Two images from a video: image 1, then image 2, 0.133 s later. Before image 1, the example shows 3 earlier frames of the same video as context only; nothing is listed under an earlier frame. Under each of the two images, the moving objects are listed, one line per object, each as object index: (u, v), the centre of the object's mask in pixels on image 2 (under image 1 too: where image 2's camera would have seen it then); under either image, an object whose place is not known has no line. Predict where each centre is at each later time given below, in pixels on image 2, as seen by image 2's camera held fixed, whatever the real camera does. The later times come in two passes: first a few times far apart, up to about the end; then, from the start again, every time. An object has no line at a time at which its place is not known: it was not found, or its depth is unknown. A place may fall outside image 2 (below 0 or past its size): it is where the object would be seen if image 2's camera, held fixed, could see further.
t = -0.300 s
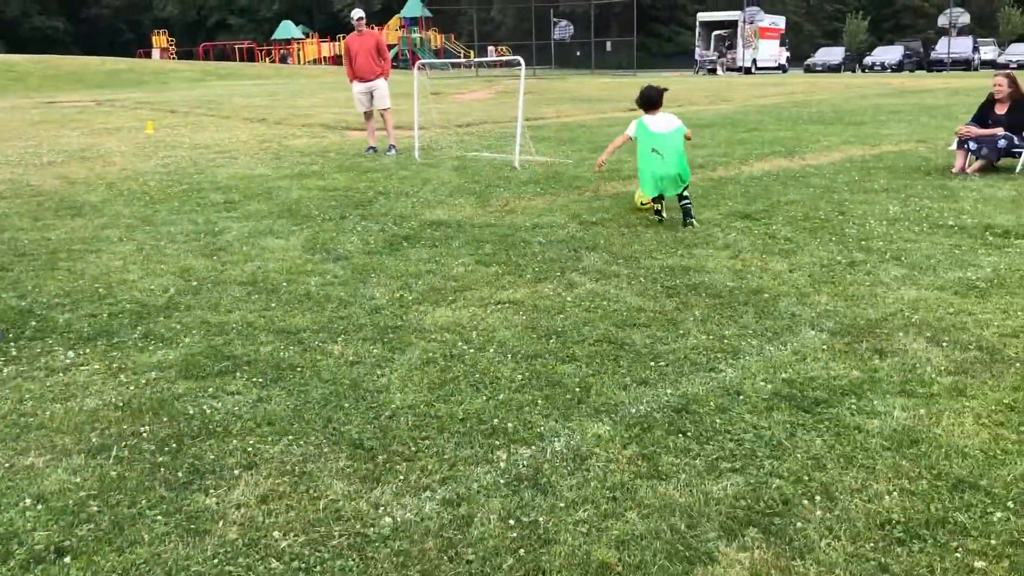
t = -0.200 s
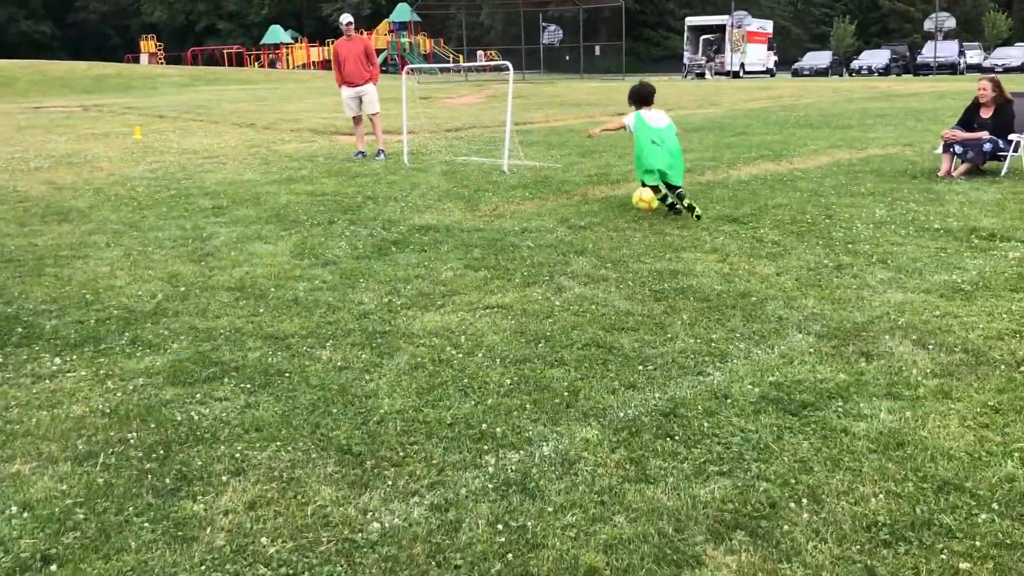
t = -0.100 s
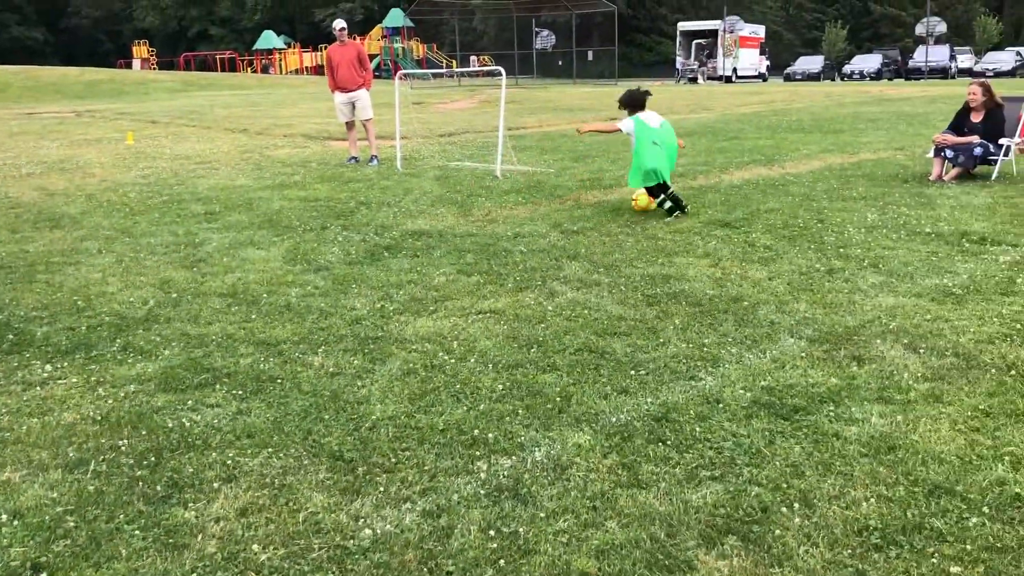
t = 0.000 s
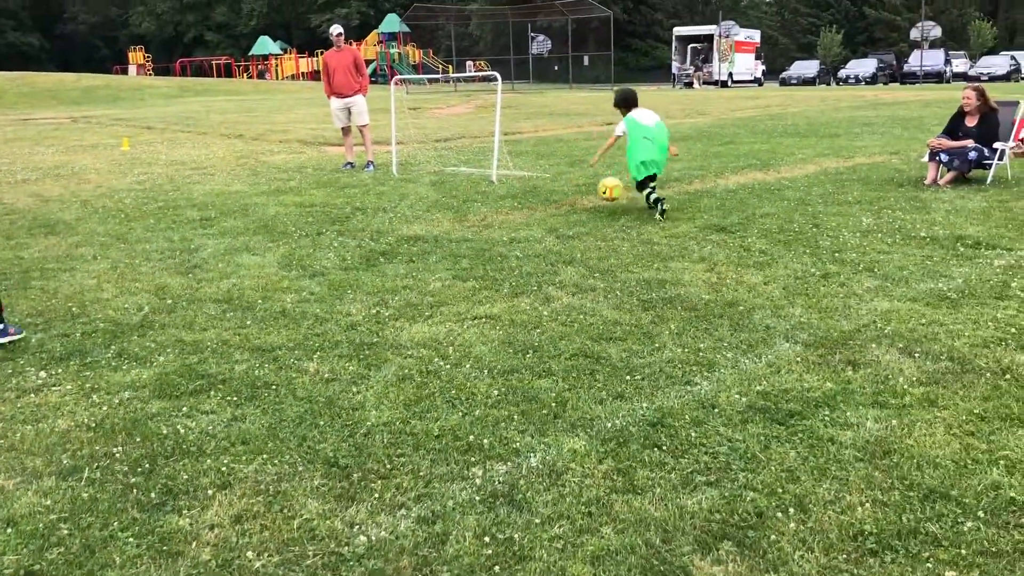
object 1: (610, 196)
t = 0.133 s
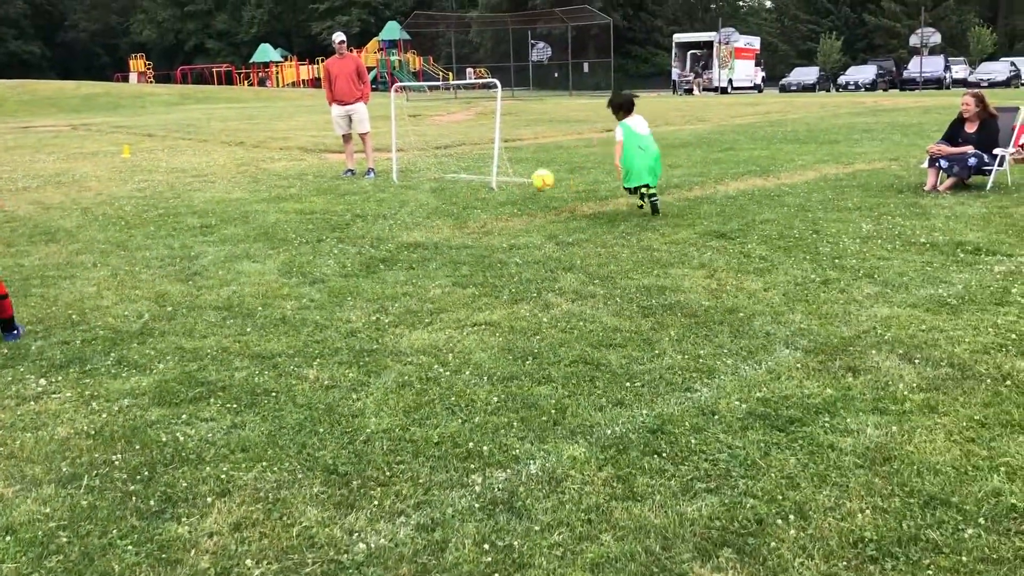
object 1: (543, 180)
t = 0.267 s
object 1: (483, 185)
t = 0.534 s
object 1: (402, 188)
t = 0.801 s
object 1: (347, 189)
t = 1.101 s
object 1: (300, 186)
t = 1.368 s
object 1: (266, 182)
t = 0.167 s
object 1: (527, 179)
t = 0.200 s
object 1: (512, 180)
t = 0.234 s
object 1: (498, 183)
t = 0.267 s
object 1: (483, 185)
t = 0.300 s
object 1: (469, 189)
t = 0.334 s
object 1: (457, 195)
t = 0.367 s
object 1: (444, 198)
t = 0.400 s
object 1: (434, 198)
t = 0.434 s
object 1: (426, 195)
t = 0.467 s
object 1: (418, 192)
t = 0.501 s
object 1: (410, 189)
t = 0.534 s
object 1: (402, 188)
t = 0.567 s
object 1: (395, 187)
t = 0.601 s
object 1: (387, 189)
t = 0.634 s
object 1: (380, 190)
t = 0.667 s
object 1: (374, 193)
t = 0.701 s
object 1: (367, 195)
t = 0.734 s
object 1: (360, 193)
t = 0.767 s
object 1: (354, 191)
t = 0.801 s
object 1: (347, 189)
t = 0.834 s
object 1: (341, 189)
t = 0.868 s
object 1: (336, 189)
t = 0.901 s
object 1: (330, 189)
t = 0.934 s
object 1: (325, 189)
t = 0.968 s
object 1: (320, 189)
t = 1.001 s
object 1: (315, 188)
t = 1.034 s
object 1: (310, 187)
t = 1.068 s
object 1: (304, 186)
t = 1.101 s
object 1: (300, 186)
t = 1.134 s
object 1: (295, 186)
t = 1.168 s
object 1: (291, 186)
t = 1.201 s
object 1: (286, 185)
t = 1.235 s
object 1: (282, 184)
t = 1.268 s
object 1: (278, 184)
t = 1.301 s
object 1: (275, 183)
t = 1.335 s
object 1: (270, 183)
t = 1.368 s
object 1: (266, 182)
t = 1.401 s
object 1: (263, 182)
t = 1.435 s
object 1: (260, 182)
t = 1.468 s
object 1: (257, 181)
